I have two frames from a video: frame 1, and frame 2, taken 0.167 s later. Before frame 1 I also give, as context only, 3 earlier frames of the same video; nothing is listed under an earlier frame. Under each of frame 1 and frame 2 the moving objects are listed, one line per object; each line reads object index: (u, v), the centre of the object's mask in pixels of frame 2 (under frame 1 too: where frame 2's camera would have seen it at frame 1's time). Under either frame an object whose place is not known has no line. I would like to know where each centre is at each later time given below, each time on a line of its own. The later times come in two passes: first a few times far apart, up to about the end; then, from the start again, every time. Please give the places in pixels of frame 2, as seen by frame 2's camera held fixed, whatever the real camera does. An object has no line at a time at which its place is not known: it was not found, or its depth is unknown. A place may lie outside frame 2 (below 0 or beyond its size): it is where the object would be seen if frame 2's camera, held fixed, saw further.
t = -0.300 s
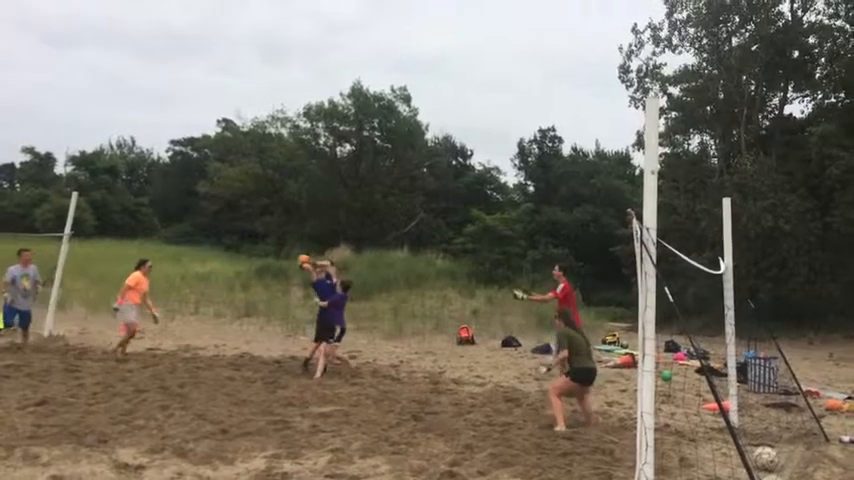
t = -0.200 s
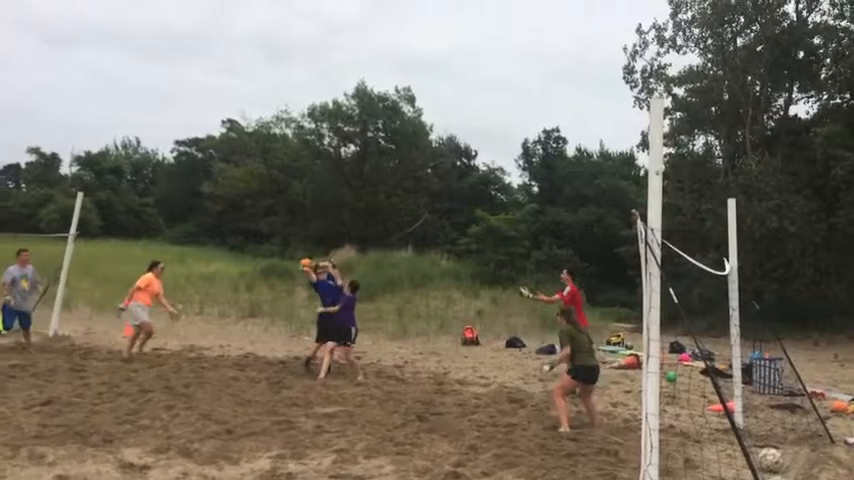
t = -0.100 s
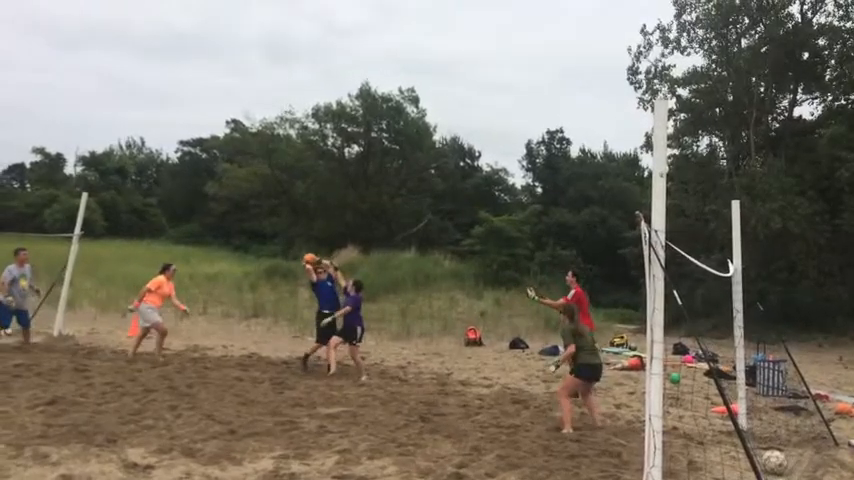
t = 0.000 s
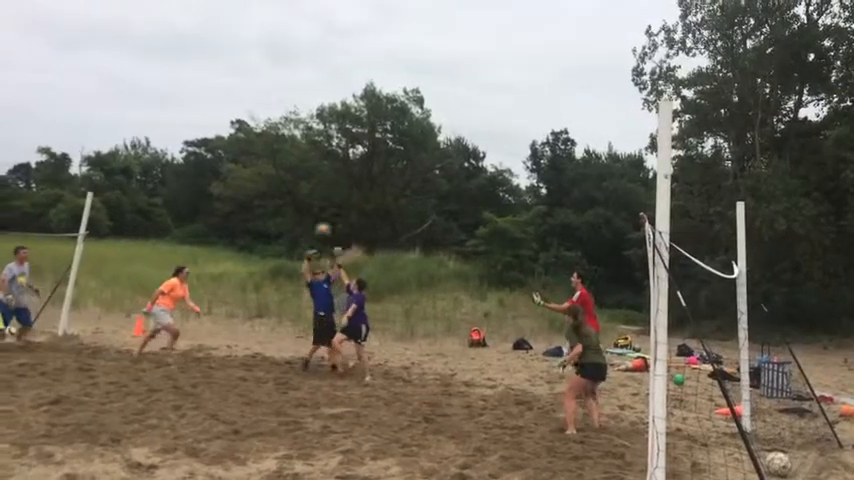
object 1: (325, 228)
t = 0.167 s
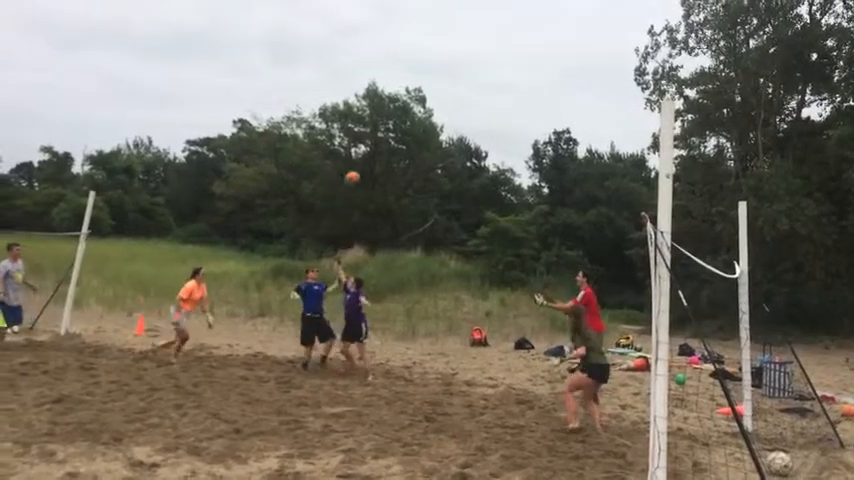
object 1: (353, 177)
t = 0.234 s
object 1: (364, 161)
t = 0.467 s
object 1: (409, 117)
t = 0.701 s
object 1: (465, 114)
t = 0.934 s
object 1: (528, 162)
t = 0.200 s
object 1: (359, 168)
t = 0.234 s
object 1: (364, 161)
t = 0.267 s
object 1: (370, 153)
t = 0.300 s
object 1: (377, 144)
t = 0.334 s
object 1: (384, 138)
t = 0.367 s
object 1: (390, 130)
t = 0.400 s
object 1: (395, 126)
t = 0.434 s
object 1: (401, 122)
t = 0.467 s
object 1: (409, 117)
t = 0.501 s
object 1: (415, 114)
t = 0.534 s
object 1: (423, 112)
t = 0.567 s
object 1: (428, 111)
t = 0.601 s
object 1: (439, 112)
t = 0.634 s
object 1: (447, 112)
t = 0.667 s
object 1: (455, 113)
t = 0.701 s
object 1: (465, 114)
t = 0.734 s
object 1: (471, 117)
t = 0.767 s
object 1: (480, 121)
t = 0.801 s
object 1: (489, 127)
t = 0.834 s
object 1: (498, 134)
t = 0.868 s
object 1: (508, 142)
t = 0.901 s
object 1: (518, 151)
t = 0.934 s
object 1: (528, 162)
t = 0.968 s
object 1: (538, 175)
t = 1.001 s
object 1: (549, 188)
